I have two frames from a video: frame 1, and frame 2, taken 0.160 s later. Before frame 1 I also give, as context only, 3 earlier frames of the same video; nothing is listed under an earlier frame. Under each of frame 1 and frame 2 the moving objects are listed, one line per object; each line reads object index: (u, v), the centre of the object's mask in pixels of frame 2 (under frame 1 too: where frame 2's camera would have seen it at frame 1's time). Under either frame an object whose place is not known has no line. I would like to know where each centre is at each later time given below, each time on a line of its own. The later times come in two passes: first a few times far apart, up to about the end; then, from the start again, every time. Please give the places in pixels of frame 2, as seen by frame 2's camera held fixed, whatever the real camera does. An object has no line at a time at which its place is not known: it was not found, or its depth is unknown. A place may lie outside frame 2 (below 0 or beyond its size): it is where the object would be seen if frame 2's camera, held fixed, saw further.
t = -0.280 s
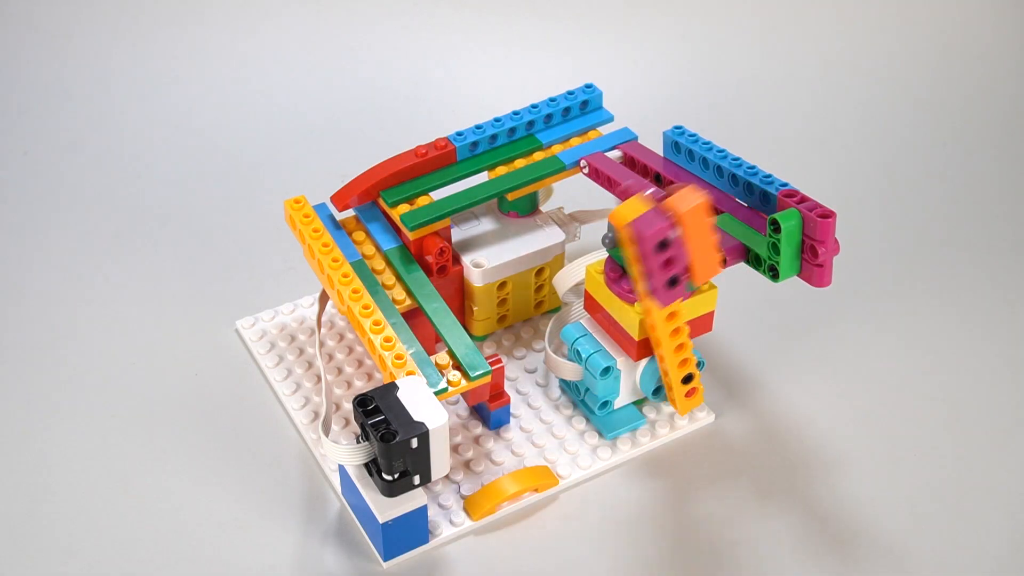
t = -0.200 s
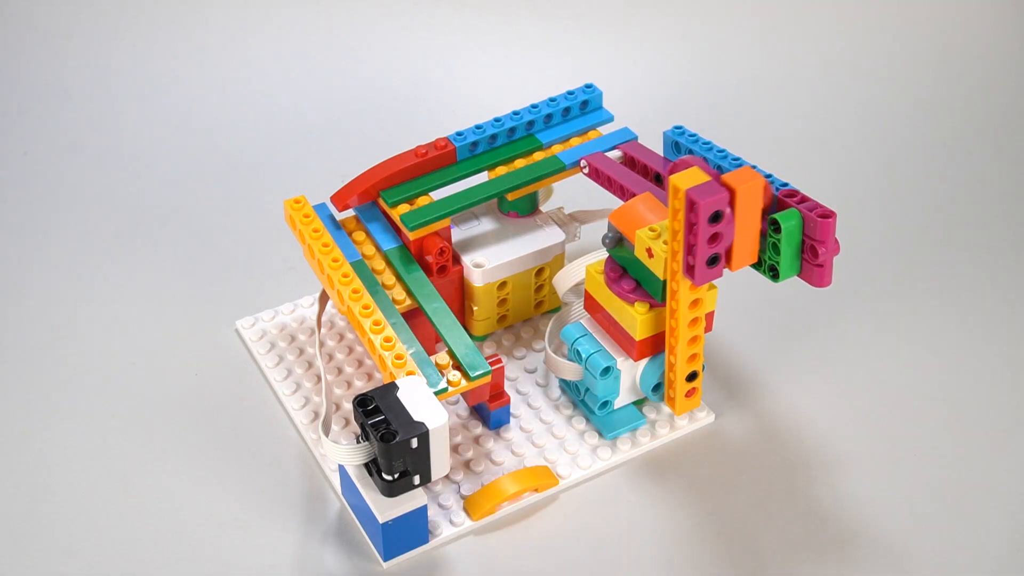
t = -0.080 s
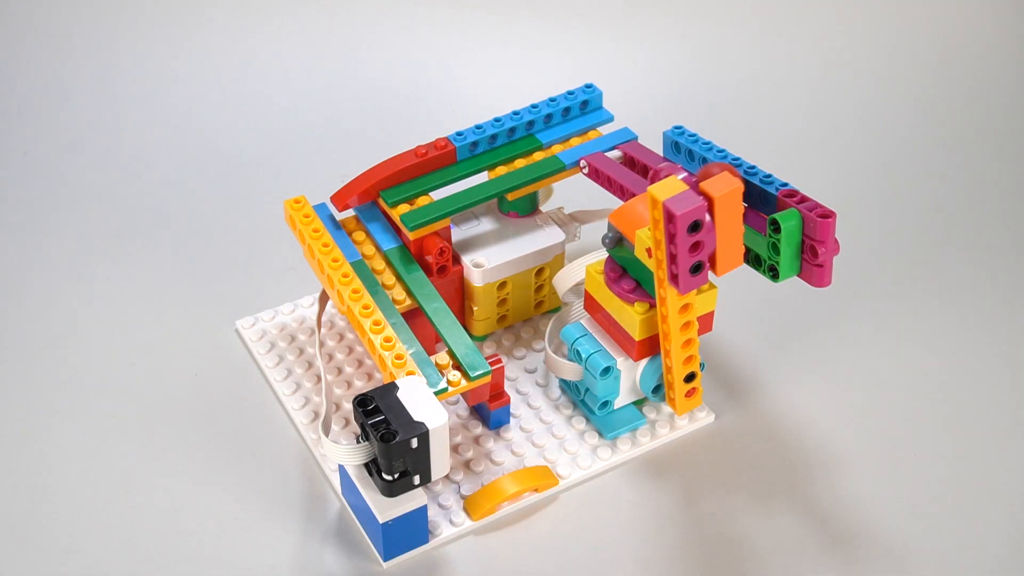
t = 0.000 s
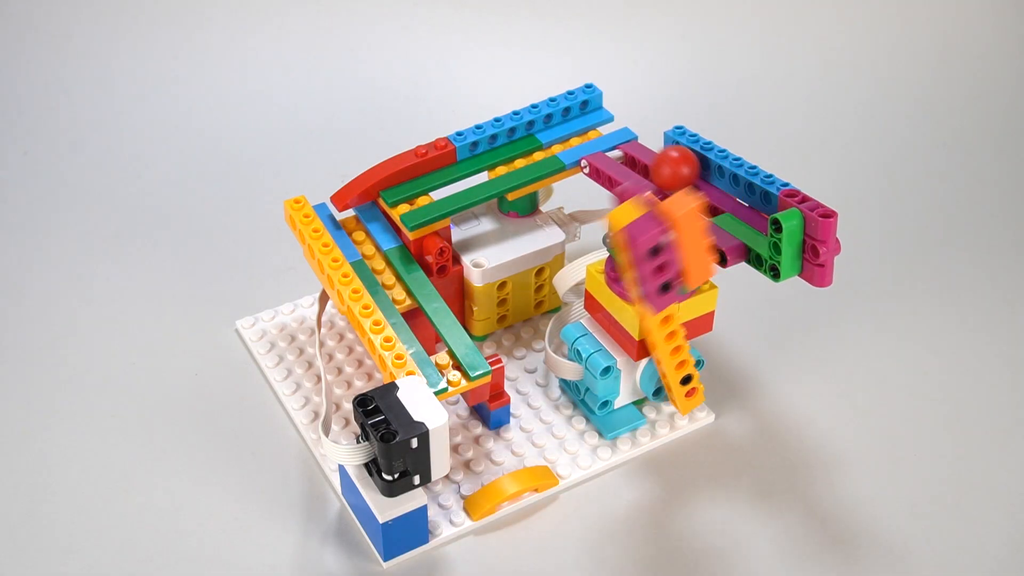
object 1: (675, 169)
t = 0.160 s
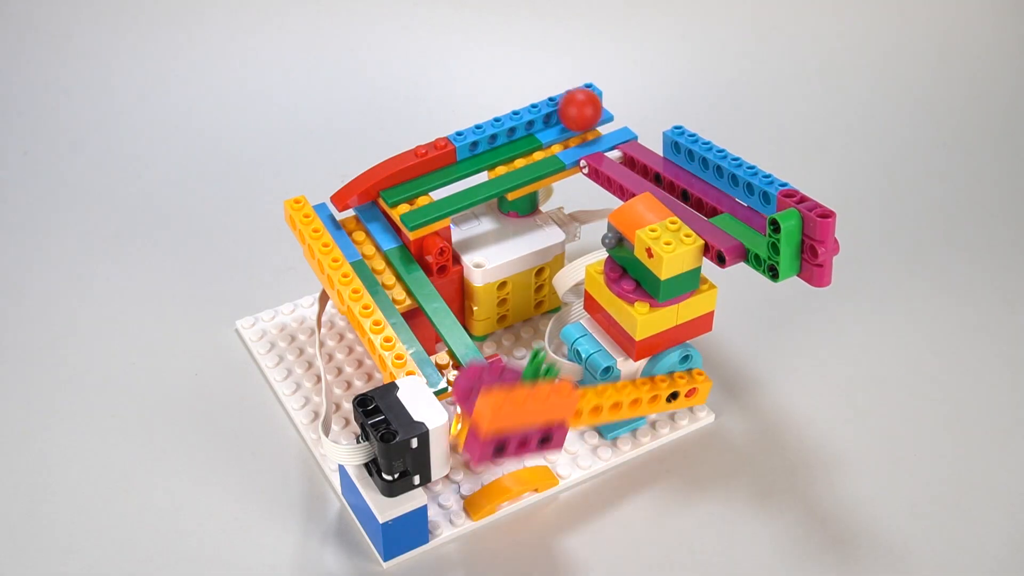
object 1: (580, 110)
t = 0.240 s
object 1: (572, 116)
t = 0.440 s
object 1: (521, 143)
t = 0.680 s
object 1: (405, 186)
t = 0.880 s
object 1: (381, 250)
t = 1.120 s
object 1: (455, 359)
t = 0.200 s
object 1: (576, 112)
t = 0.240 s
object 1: (572, 116)
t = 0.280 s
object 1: (567, 124)
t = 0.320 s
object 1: (558, 129)
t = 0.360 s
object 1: (547, 133)
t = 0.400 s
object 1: (535, 138)
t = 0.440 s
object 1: (521, 143)
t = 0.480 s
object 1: (506, 148)
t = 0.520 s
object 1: (490, 154)
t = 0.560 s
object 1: (472, 161)
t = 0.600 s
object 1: (451, 169)
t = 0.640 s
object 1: (429, 177)
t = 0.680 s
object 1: (405, 186)
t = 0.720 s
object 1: (380, 198)
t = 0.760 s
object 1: (365, 227)
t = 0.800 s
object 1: (369, 233)
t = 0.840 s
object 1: (374, 241)
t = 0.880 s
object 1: (381, 250)
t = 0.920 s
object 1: (388, 262)
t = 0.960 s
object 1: (397, 275)
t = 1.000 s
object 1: (409, 292)
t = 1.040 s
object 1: (422, 310)
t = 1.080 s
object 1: (437, 333)
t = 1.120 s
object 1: (455, 359)
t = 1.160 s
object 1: (476, 399)
